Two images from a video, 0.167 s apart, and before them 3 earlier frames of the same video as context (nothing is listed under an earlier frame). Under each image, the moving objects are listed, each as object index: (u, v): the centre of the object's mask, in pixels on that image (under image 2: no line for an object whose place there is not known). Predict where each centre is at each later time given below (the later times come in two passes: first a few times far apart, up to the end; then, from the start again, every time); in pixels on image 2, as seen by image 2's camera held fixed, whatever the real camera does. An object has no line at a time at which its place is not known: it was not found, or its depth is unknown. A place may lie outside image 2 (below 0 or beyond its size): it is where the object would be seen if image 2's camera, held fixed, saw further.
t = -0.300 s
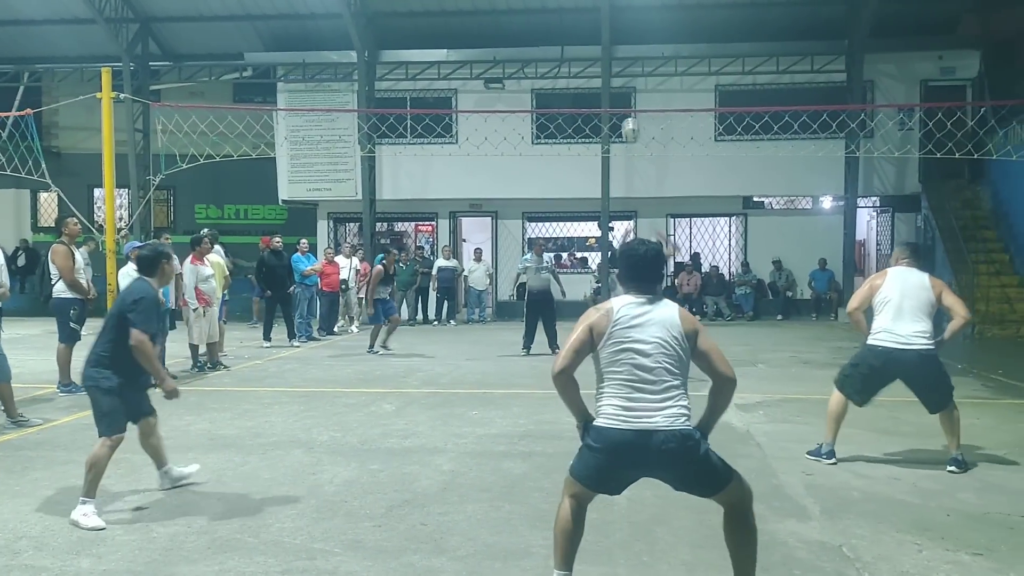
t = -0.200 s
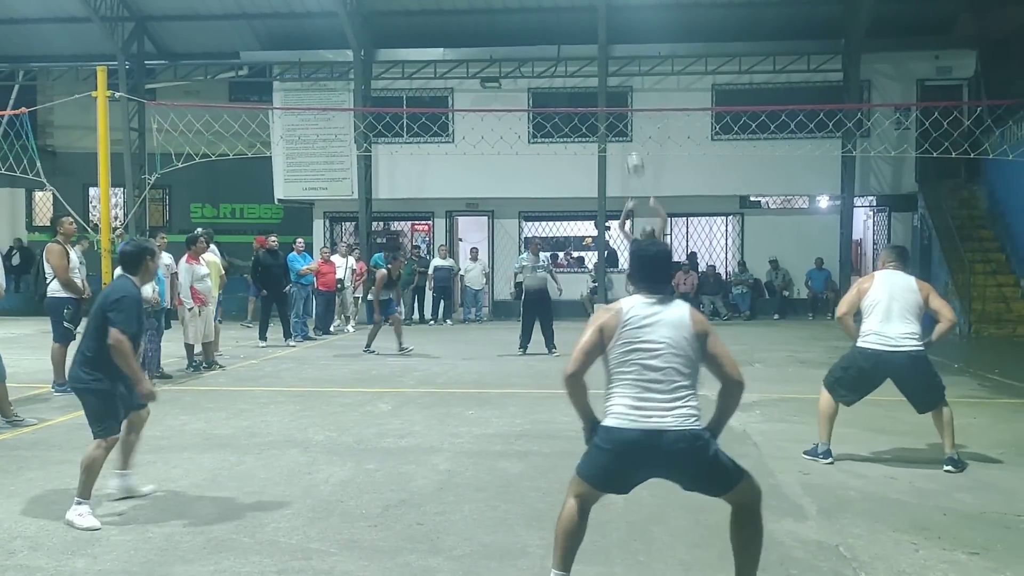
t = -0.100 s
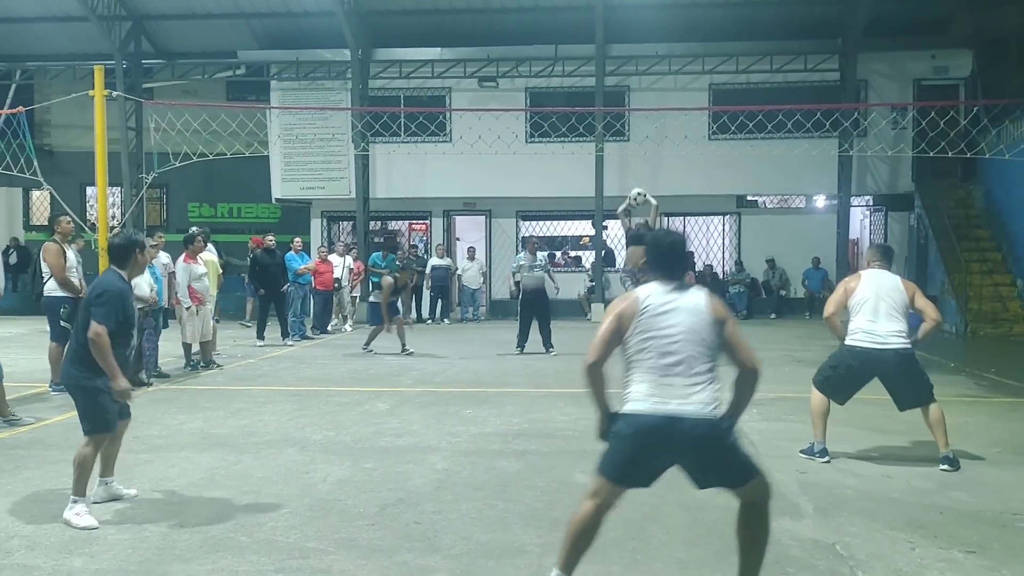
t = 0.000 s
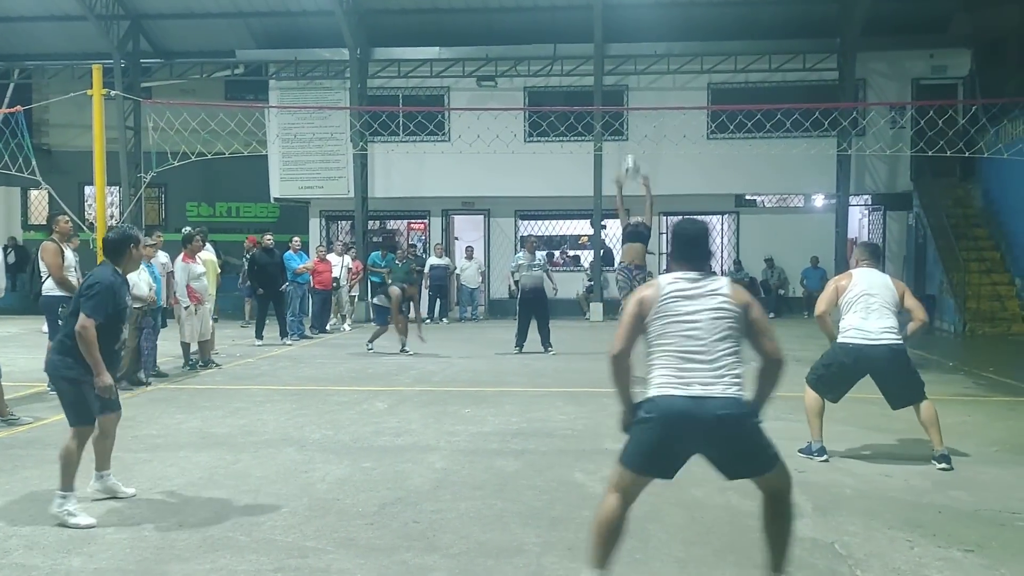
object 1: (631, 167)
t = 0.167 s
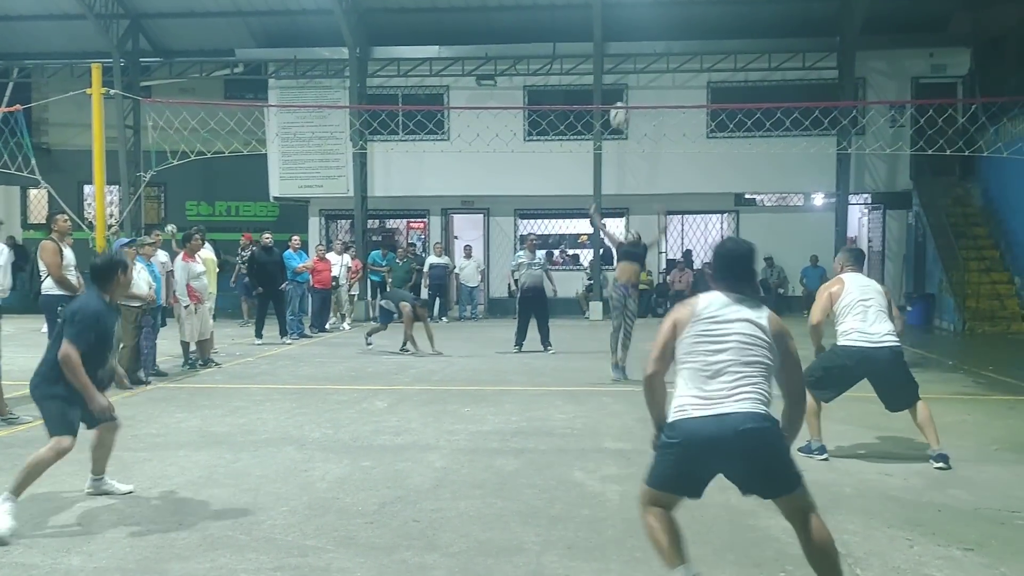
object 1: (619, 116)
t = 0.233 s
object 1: (614, 97)
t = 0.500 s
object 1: (592, 76)
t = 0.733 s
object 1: (567, 121)
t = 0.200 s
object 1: (616, 107)
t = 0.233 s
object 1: (614, 97)
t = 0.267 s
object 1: (612, 94)
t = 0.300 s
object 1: (609, 88)
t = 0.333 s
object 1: (607, 84)
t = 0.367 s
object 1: (604, 80)
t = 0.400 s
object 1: (601, 77)
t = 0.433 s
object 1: (598, 76)
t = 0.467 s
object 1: (595, 75)
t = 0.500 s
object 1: (592, 76)
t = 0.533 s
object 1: (589, 78)
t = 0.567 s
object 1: (586, 81)
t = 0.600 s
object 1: (582, 86)
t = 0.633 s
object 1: (578, 92)
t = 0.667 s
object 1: (574, 101)
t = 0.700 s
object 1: (571, 110)
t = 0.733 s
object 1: (567, 121)
